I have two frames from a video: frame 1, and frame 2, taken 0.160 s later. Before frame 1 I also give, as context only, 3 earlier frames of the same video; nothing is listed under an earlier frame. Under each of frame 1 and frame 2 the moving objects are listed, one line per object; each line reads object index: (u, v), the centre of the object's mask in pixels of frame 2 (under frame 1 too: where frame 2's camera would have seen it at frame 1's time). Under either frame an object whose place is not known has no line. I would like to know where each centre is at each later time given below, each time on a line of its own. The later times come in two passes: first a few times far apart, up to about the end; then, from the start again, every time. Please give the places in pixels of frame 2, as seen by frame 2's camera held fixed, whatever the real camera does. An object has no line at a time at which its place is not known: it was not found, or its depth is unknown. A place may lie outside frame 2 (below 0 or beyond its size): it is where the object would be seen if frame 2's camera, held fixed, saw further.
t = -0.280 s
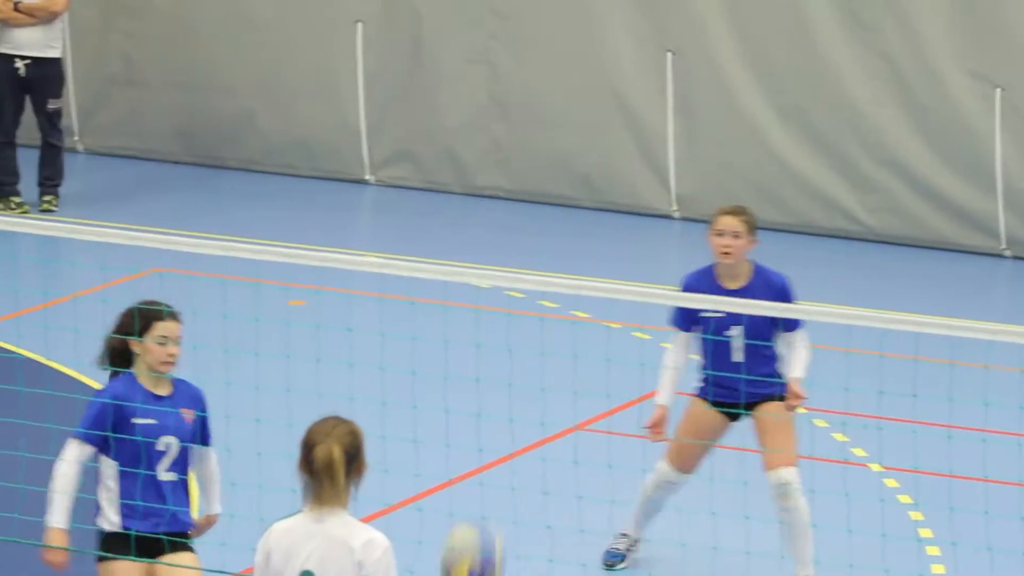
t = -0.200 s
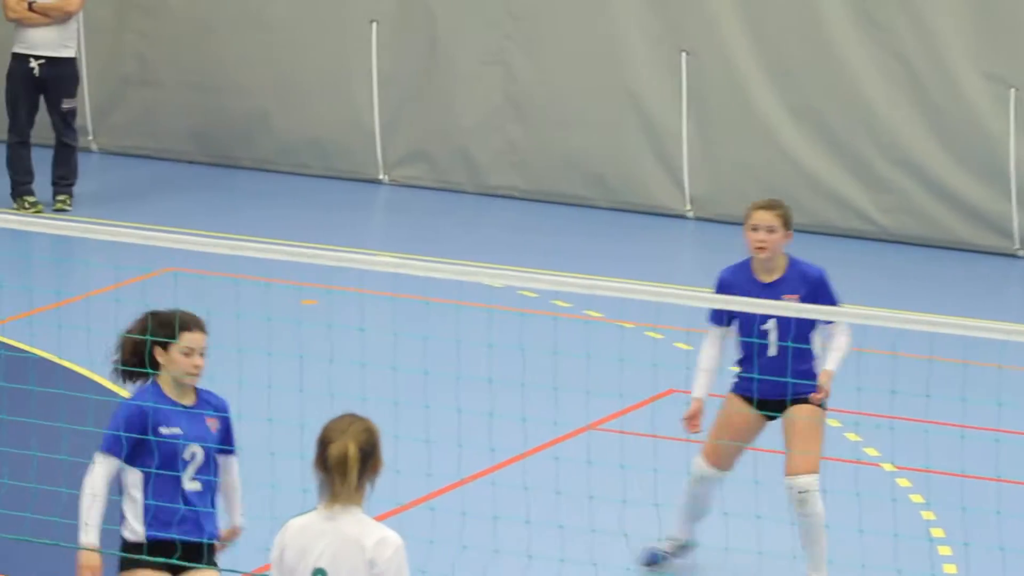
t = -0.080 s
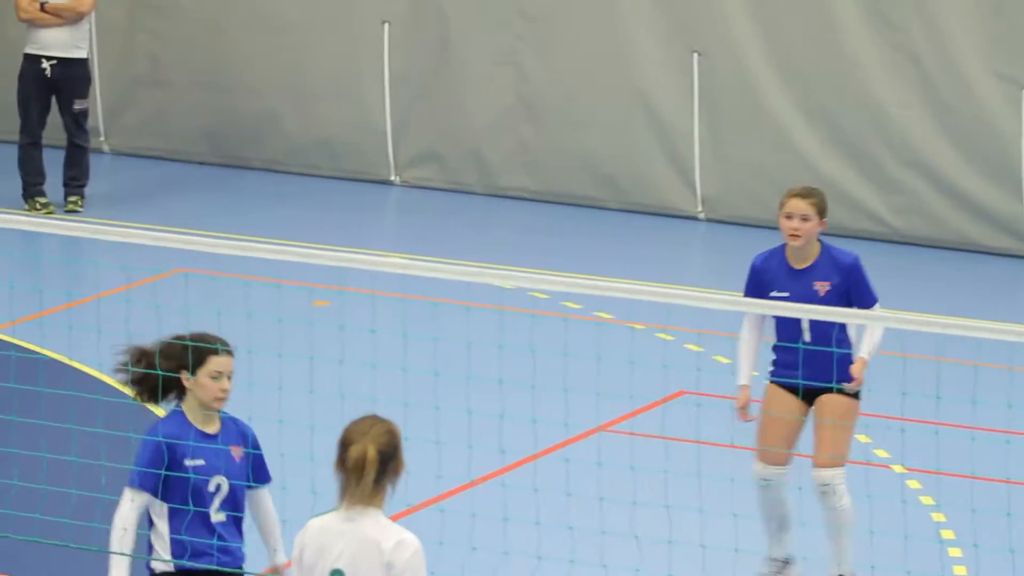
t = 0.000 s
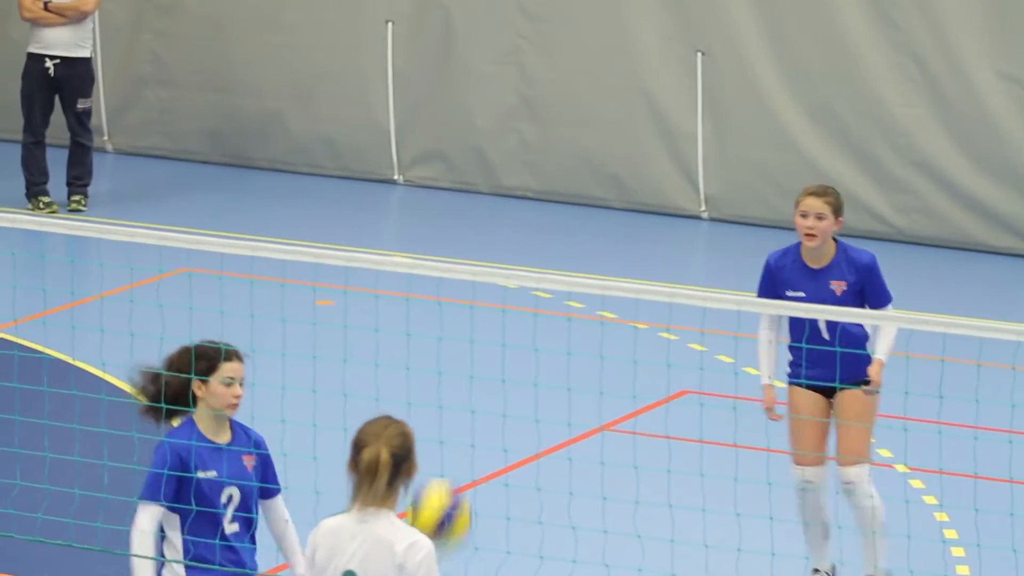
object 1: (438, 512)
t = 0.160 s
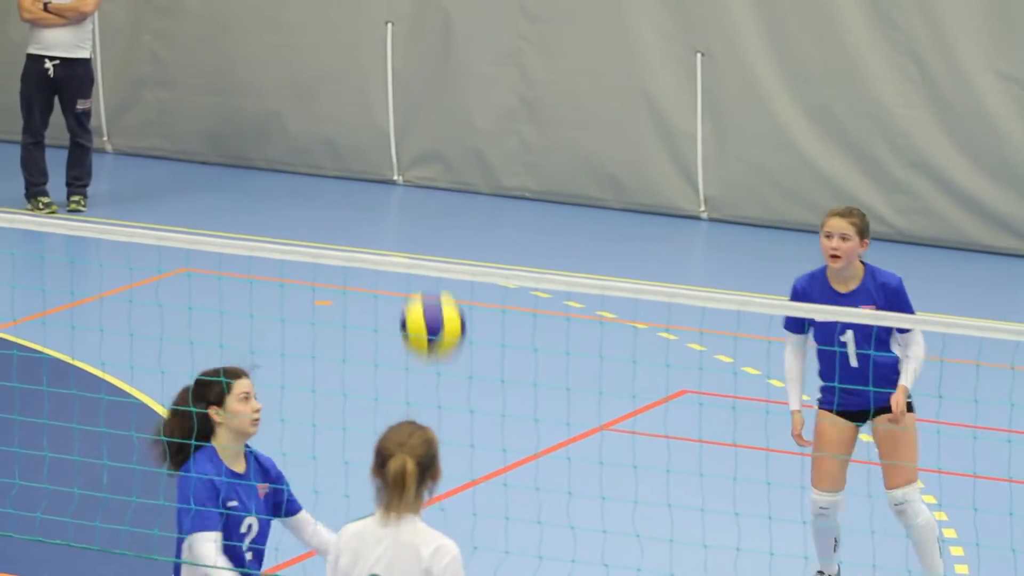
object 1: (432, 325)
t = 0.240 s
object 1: (430, 254)
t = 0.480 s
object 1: (422, 168)
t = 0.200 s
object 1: (430, 296)
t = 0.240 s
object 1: (430, 254)
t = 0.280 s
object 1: (429, 229)
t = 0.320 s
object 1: (427, 208)
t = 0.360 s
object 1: (426, 191)
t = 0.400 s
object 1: (425, 179)
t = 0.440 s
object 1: (424, 171)
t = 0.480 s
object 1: (422, 168)
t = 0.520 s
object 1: (420, 169)
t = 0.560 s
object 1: (418, 175)
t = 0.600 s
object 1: (417, 186)
